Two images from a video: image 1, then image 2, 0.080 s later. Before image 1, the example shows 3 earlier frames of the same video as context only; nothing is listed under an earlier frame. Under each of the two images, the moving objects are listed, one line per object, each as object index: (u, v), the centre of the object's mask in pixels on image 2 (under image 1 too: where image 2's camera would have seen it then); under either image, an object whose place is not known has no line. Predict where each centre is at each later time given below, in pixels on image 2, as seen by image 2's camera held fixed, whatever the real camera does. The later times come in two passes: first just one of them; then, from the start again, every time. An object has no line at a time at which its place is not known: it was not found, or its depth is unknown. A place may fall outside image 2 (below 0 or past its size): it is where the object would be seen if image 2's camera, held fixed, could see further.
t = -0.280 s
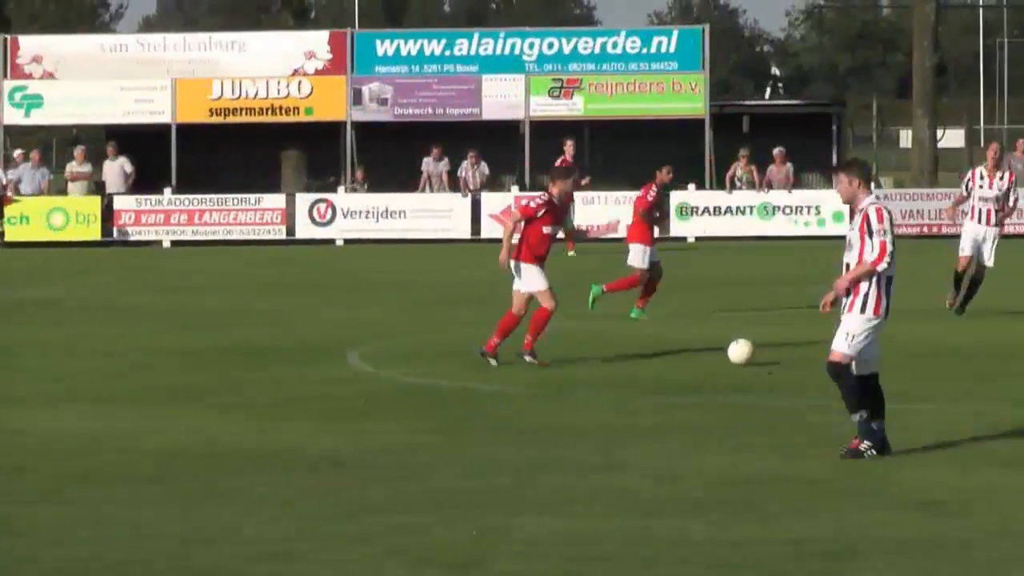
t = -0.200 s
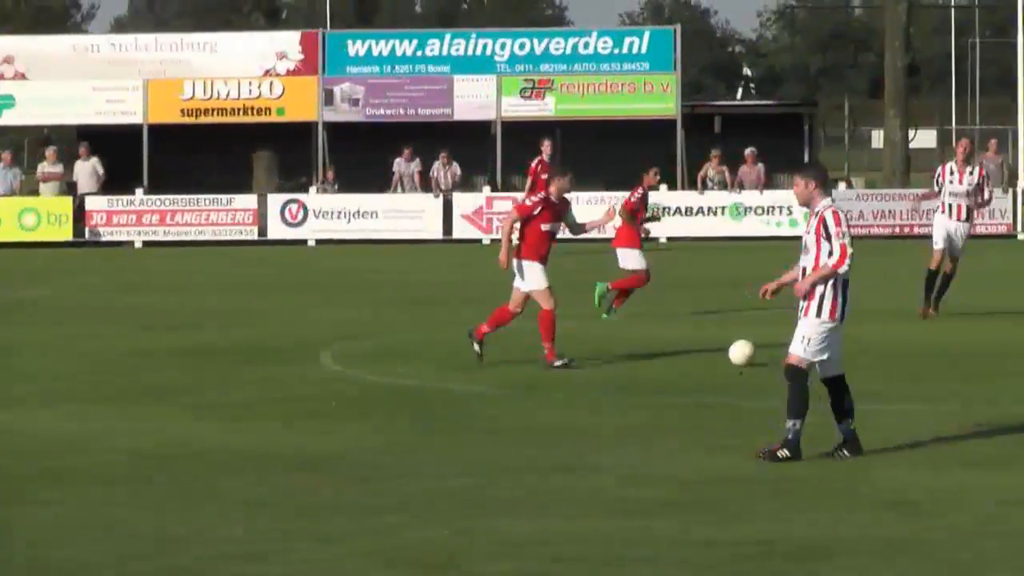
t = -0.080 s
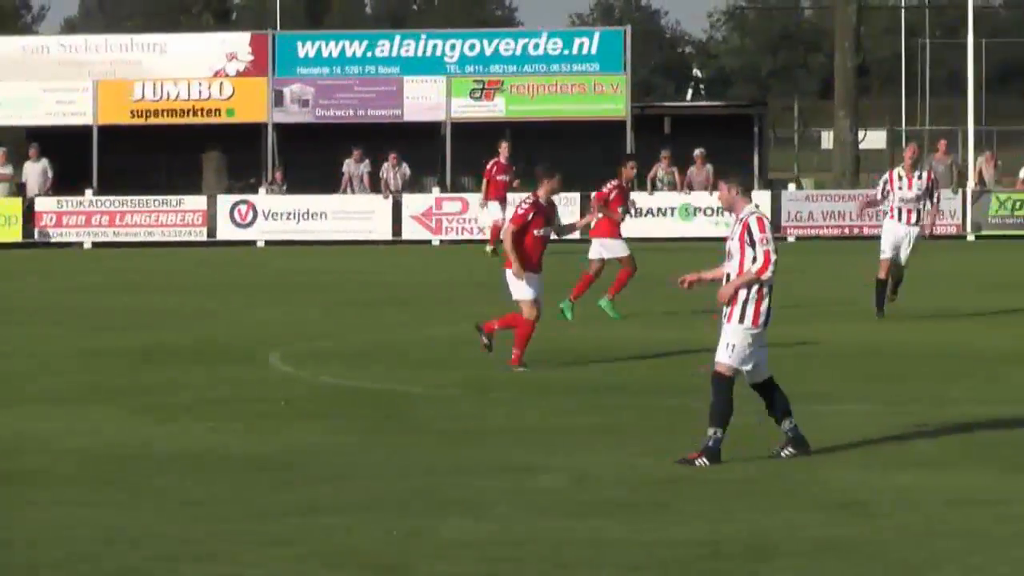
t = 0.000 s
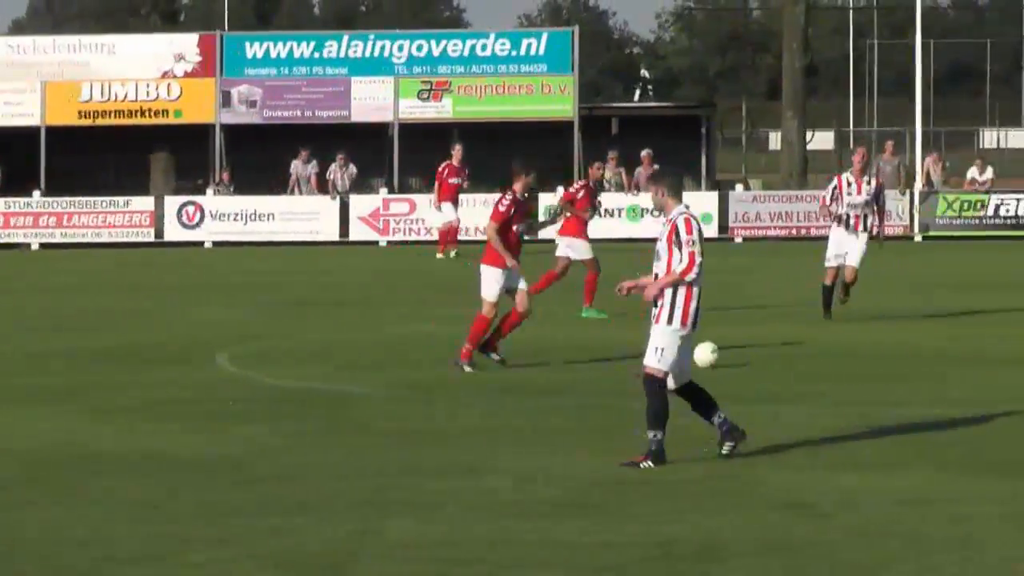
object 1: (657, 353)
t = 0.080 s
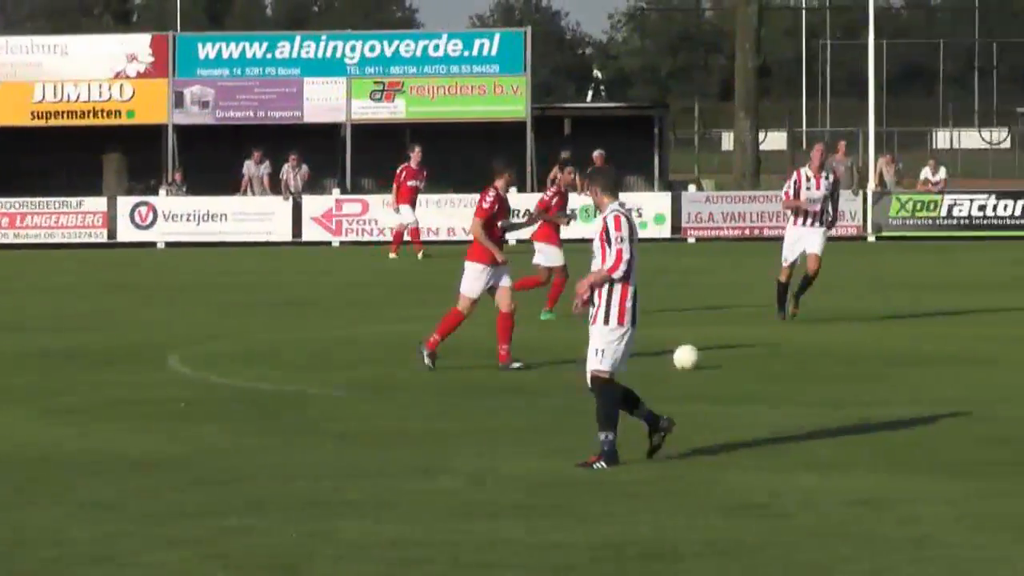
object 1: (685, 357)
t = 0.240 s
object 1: (746, 362)
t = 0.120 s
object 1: (701, 356)
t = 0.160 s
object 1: (715, 358)
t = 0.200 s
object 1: (731, 359)
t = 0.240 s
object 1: (746, 362)
